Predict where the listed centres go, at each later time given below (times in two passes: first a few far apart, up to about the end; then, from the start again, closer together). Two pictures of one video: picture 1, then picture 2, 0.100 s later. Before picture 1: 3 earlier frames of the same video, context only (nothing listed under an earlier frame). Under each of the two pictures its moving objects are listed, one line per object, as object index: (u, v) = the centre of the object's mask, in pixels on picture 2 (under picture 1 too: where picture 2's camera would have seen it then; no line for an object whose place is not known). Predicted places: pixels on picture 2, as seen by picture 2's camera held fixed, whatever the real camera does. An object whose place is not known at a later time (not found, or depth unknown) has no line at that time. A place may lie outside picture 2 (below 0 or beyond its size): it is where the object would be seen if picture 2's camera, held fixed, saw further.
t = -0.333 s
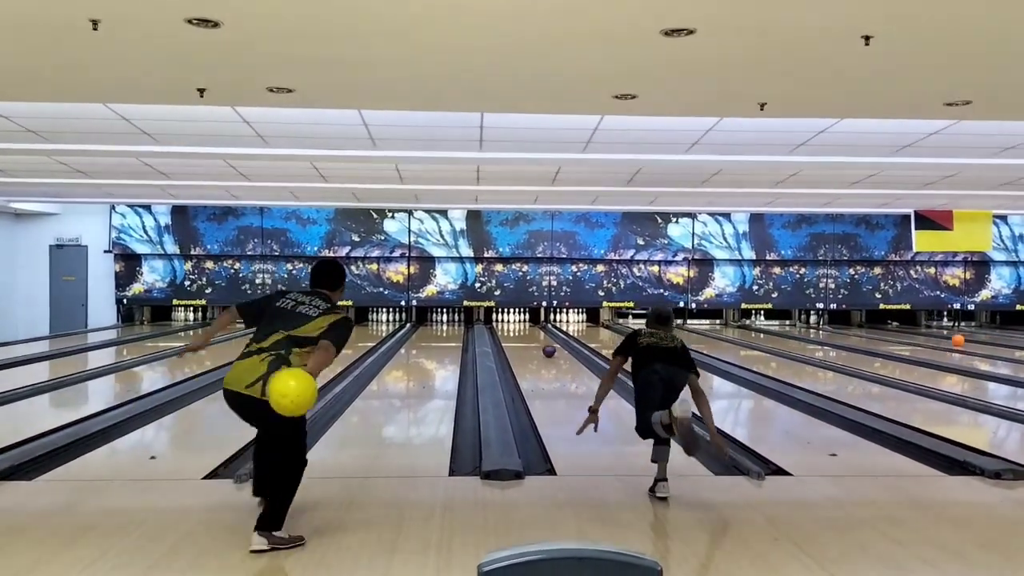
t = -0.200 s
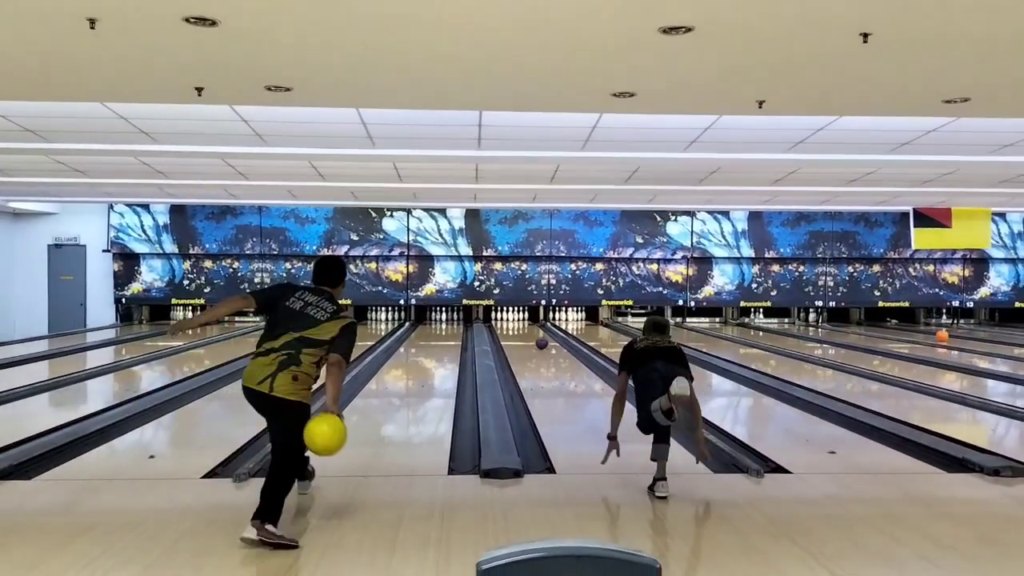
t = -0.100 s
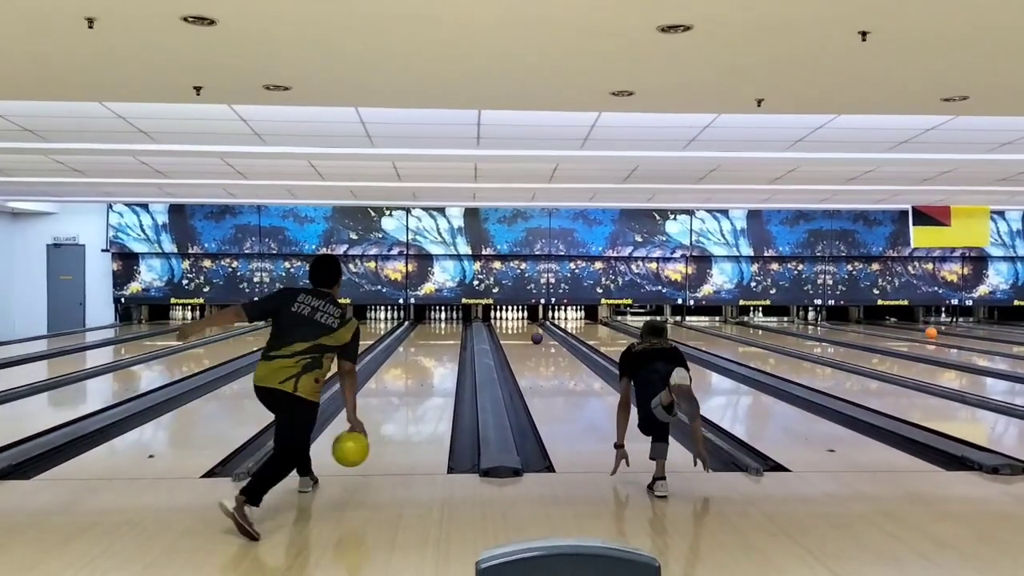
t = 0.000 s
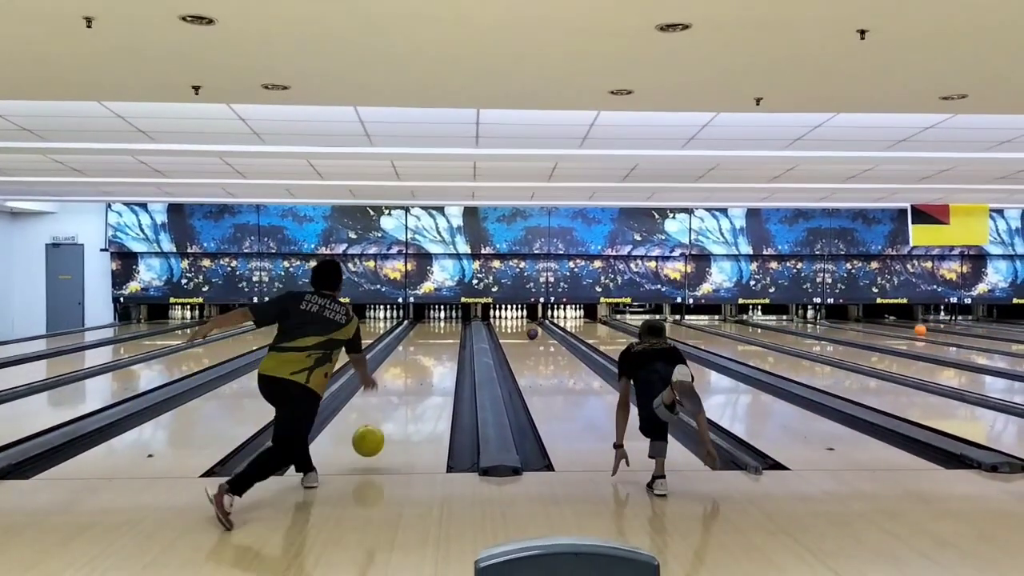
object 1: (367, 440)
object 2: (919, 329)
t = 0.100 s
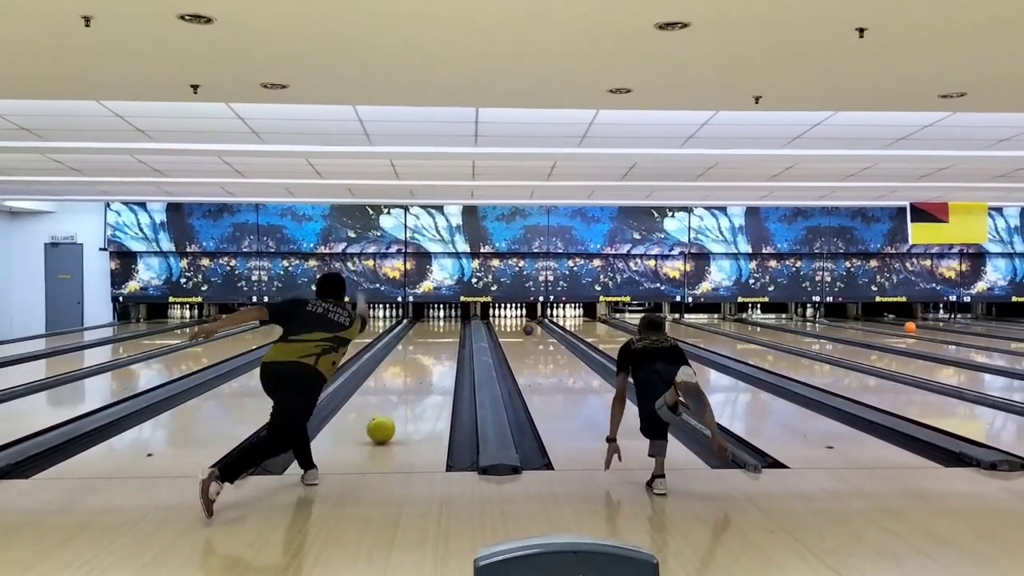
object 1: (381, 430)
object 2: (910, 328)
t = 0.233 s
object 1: (394, 408)
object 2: (898, 326)
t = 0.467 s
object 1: (410, 381)
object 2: (878, 324)
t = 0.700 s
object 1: (421, 363)
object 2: (860, 322)
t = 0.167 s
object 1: (388, 418)
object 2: (904, 327)
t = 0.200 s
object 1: (391, 412)
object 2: (901, 326)
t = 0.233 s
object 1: (394, 408)
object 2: (898, 326)
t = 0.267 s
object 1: (397, 403)
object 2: (895, 326)
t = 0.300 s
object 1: (400, 399)
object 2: (892, 326)
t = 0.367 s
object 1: (404, 391)
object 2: (886, 325)
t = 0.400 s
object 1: (406, 388)
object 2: (884, 324)
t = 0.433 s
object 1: (408, 385)
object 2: (881, 324)
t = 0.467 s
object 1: (410, 381)
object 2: (878, 324)
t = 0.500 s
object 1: (411, 378)
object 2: (876, 323)
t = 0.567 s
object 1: (415, 373)
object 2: (870, 323)
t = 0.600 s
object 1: (417, 370)
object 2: (867, 323)
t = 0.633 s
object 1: (419, 370)
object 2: (865, 322)
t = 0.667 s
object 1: (421, 365)
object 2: (862, 322)
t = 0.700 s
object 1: (421, 363)
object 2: (860, 322)
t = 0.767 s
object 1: (423, 359)
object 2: (855, 321)
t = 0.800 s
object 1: (424, 357)
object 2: (852, 320)
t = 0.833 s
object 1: (425, 355)
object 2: (850, 320)
